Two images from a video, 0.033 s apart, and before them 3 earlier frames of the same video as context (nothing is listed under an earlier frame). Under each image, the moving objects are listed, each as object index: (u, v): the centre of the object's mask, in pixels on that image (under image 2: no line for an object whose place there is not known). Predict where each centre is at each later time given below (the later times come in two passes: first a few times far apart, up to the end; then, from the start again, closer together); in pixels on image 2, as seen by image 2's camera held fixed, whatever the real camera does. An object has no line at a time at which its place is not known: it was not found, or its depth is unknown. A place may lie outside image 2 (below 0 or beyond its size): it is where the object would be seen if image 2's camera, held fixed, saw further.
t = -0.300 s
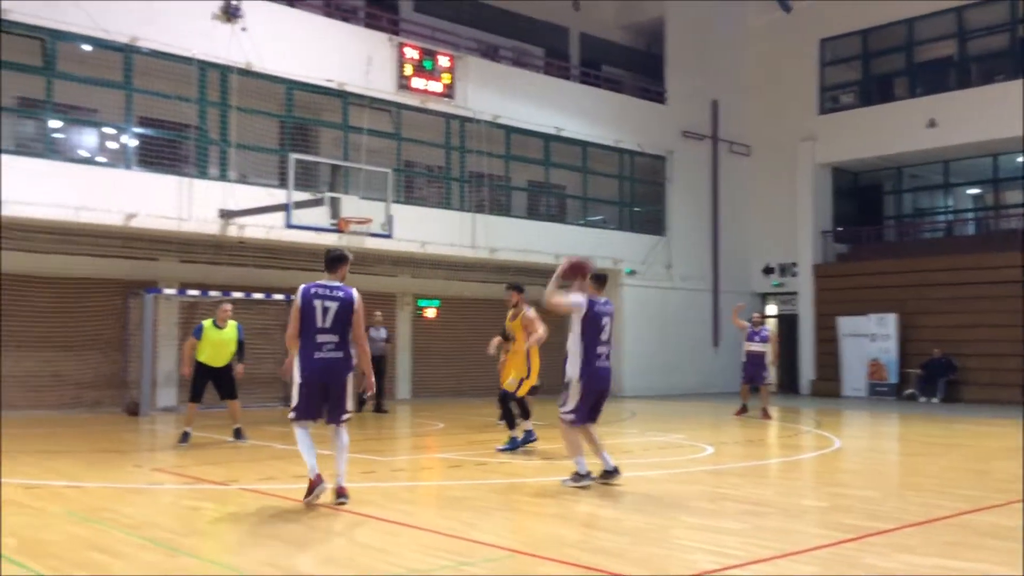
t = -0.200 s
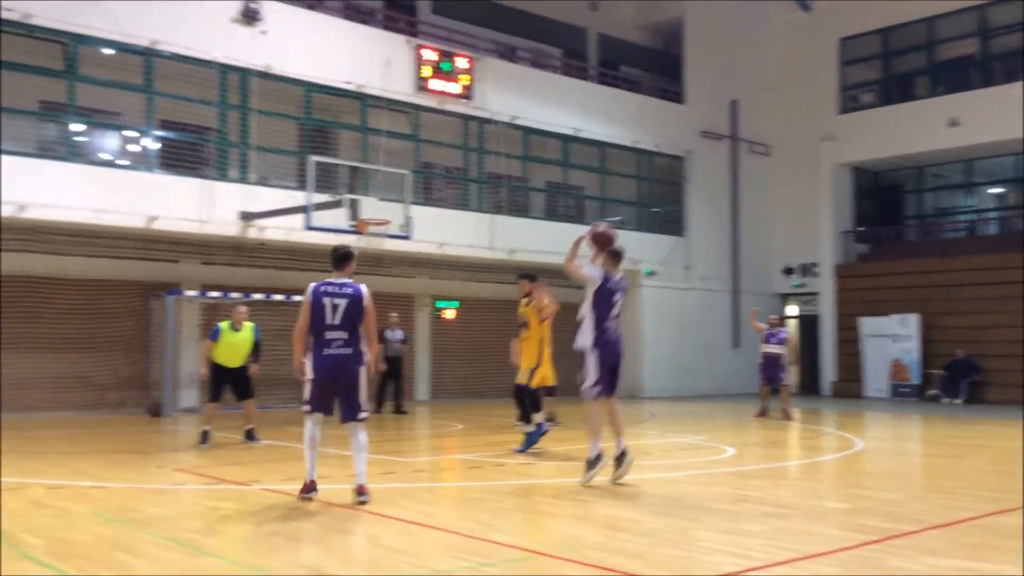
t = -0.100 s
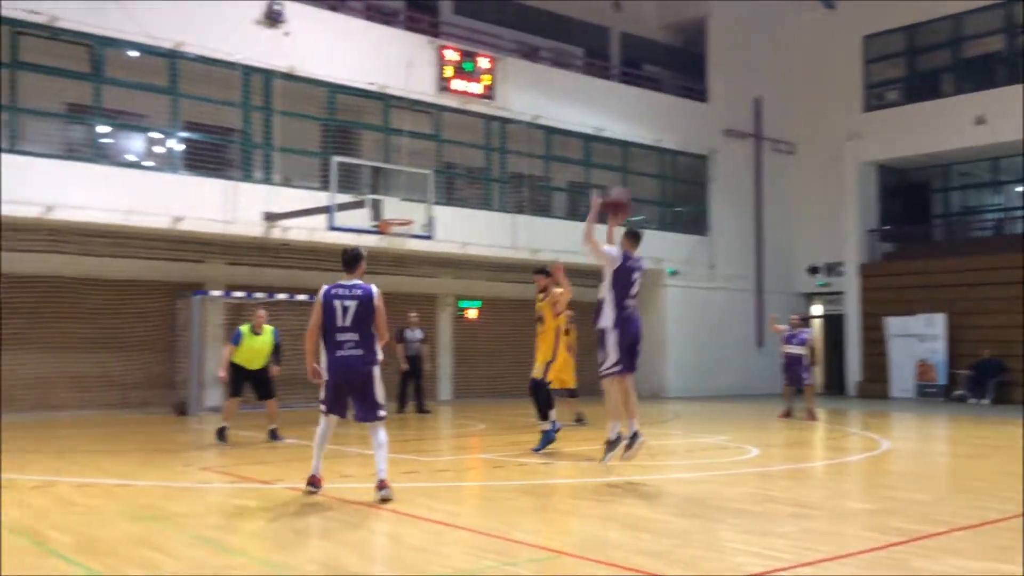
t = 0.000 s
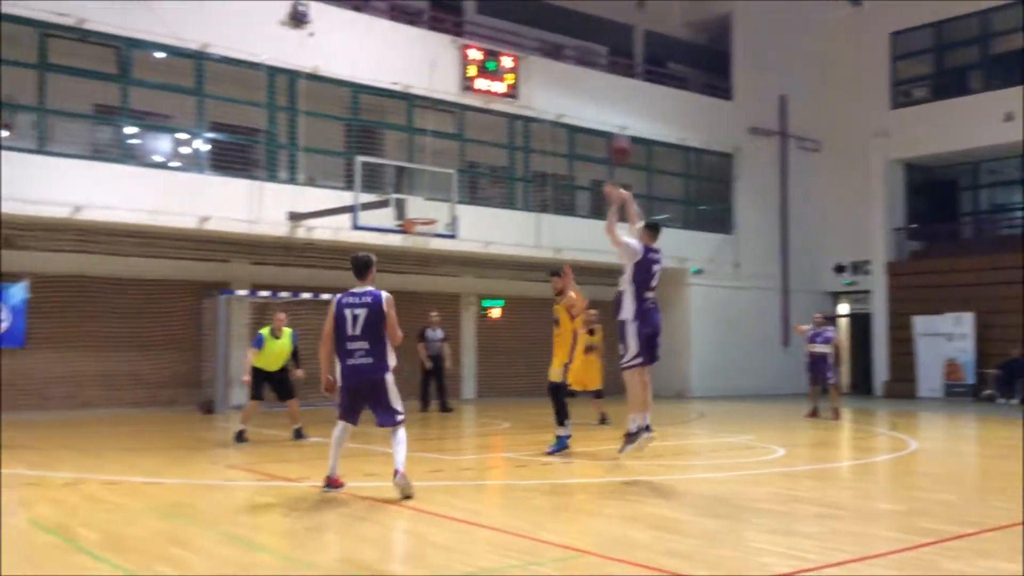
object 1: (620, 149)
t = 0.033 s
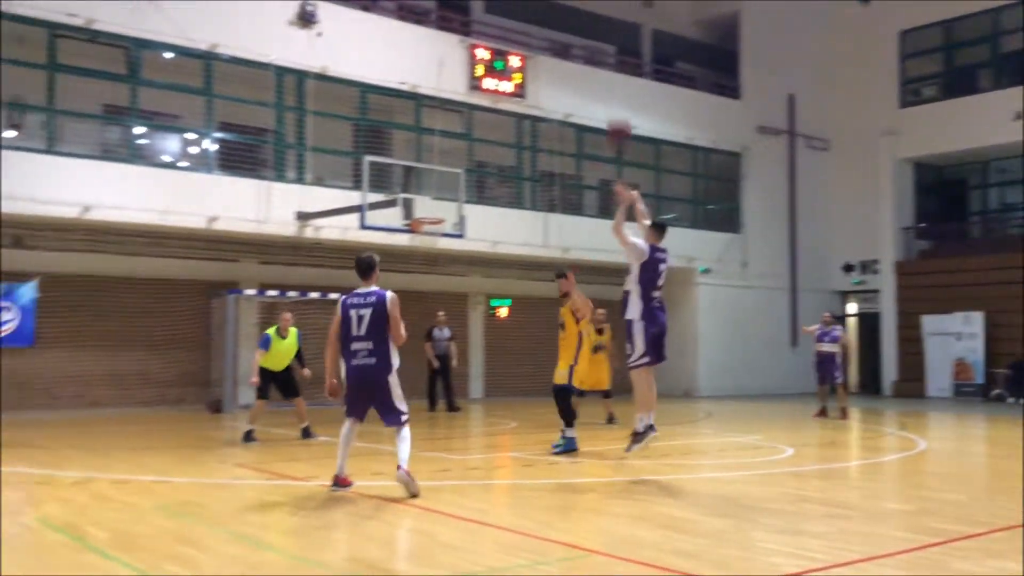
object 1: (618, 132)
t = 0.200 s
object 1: (580, 71)
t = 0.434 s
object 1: (535, 39)
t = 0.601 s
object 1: (507, 45)
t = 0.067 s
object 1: (610, 117)
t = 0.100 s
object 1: (602, 103)
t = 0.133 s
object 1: (594, 92)
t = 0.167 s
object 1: (587, 82)
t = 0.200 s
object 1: (580, 71)
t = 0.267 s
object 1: (566, 55)
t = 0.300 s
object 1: (559, 49)
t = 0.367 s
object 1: (547, 43)
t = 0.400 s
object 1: (540, 40)
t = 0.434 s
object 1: (535, 39)
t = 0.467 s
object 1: (529, 39)
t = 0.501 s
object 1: (524, 39)
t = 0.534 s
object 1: (518, 40)
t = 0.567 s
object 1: (512, 42)
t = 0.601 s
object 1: (507, 45)
